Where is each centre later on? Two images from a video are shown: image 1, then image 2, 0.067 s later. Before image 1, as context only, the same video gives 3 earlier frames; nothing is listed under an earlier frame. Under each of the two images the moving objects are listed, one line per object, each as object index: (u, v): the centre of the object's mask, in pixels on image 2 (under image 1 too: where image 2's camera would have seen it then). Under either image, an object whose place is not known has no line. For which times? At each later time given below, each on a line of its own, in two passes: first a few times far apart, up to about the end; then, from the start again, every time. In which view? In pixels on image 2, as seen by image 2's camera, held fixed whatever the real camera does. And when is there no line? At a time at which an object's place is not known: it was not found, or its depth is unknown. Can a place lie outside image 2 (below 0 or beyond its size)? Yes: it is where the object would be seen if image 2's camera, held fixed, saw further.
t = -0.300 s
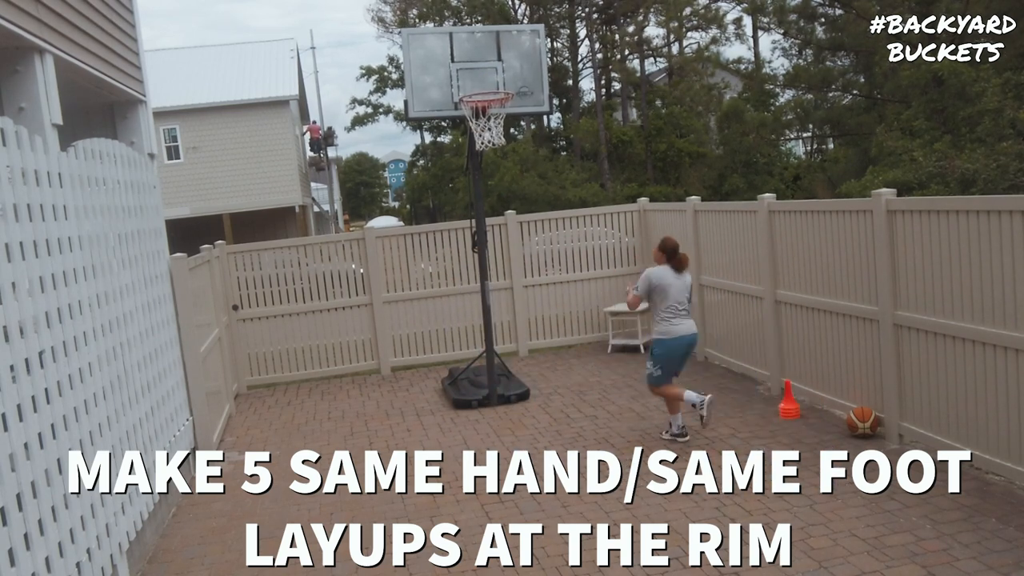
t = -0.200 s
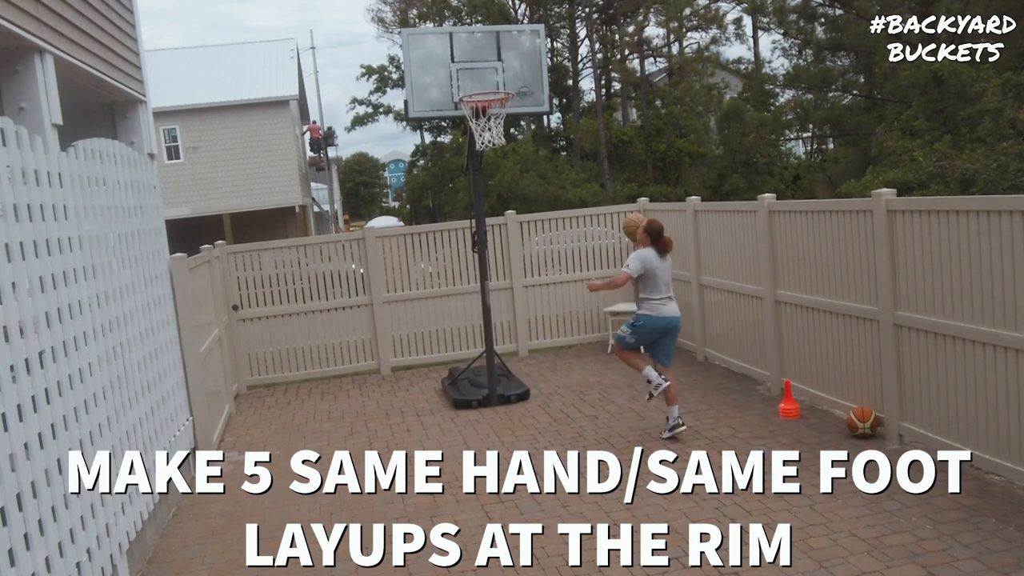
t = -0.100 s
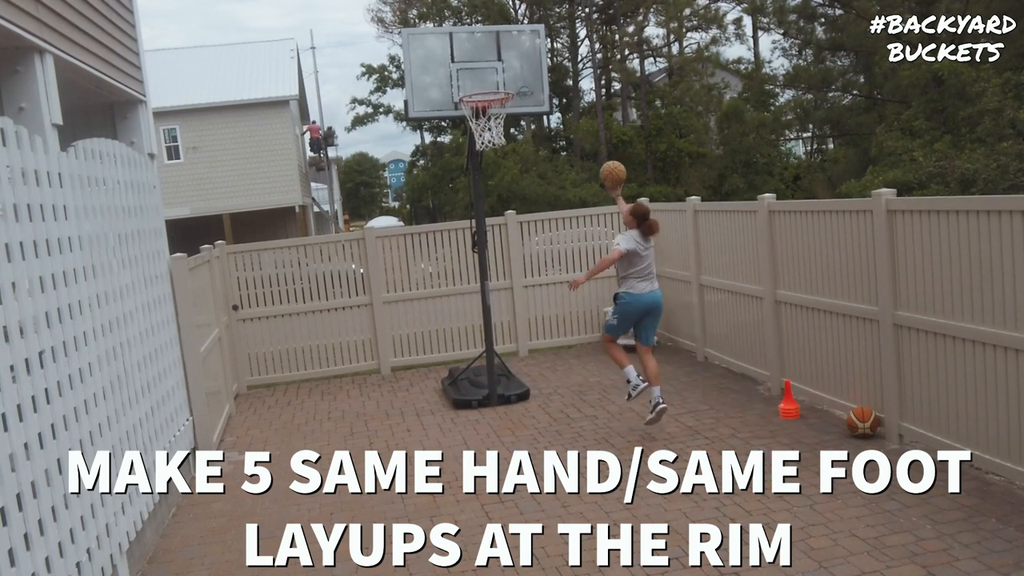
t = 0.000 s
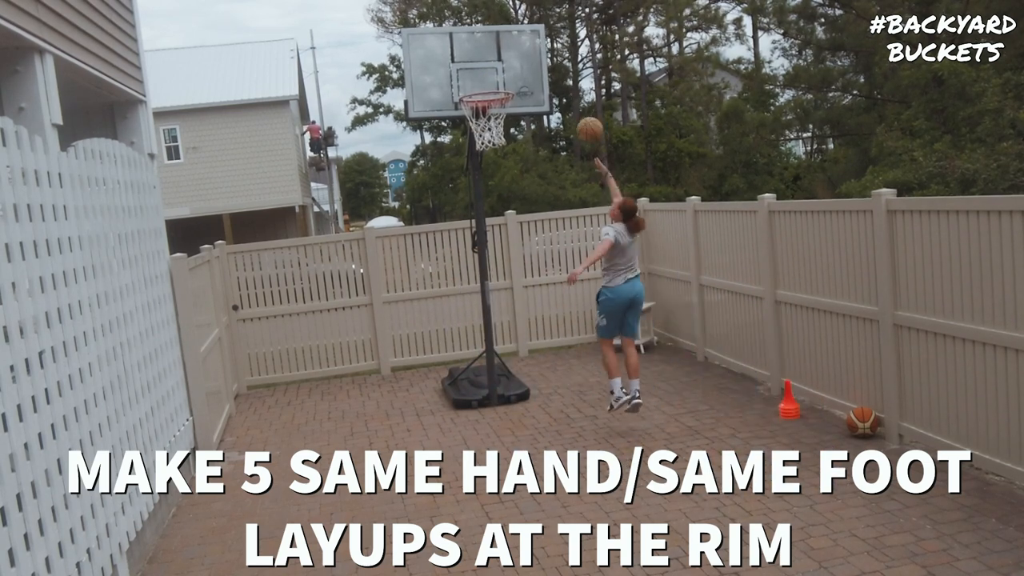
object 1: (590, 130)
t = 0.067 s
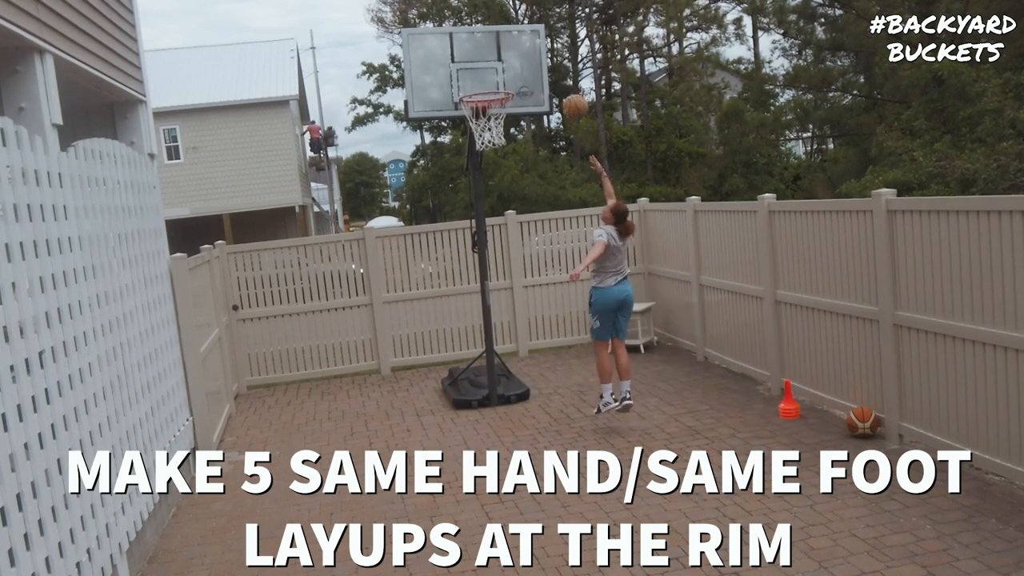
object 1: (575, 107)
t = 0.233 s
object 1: (542, 73)
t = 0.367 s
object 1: (521, 66)
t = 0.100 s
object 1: (568, 99)
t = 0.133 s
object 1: (562, 90)
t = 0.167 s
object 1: (555, 83)
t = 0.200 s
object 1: (549, 77)
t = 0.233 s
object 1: (542, 73)
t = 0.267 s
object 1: (536, 70)
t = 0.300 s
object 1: (529, 68)
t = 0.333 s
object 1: (524, 67)
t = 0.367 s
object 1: (521, 66)
